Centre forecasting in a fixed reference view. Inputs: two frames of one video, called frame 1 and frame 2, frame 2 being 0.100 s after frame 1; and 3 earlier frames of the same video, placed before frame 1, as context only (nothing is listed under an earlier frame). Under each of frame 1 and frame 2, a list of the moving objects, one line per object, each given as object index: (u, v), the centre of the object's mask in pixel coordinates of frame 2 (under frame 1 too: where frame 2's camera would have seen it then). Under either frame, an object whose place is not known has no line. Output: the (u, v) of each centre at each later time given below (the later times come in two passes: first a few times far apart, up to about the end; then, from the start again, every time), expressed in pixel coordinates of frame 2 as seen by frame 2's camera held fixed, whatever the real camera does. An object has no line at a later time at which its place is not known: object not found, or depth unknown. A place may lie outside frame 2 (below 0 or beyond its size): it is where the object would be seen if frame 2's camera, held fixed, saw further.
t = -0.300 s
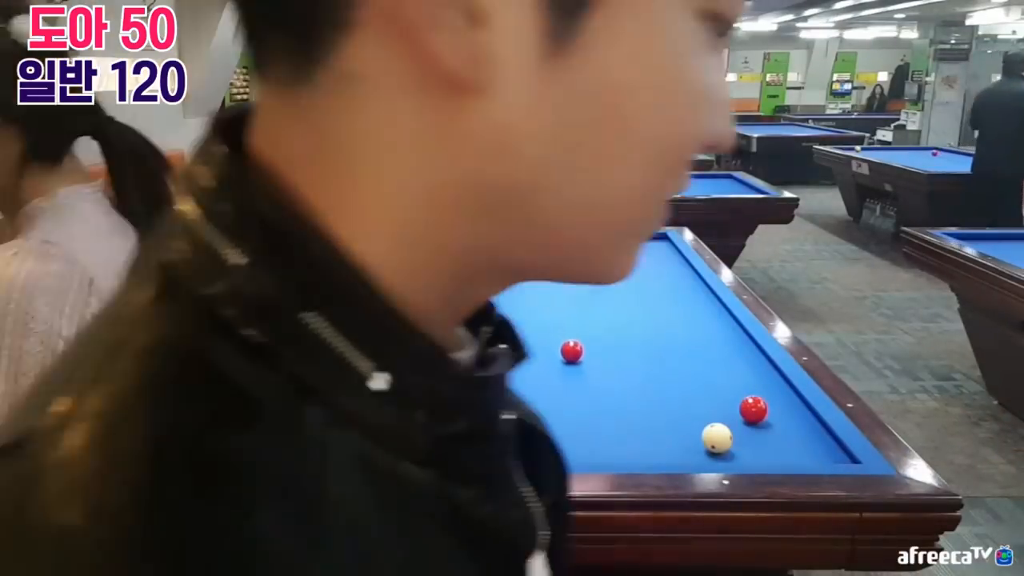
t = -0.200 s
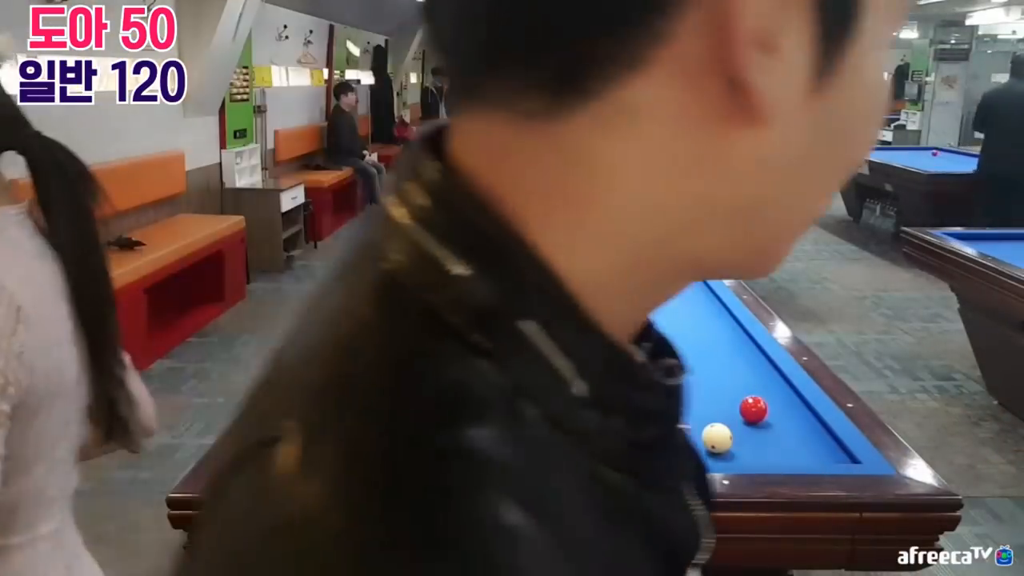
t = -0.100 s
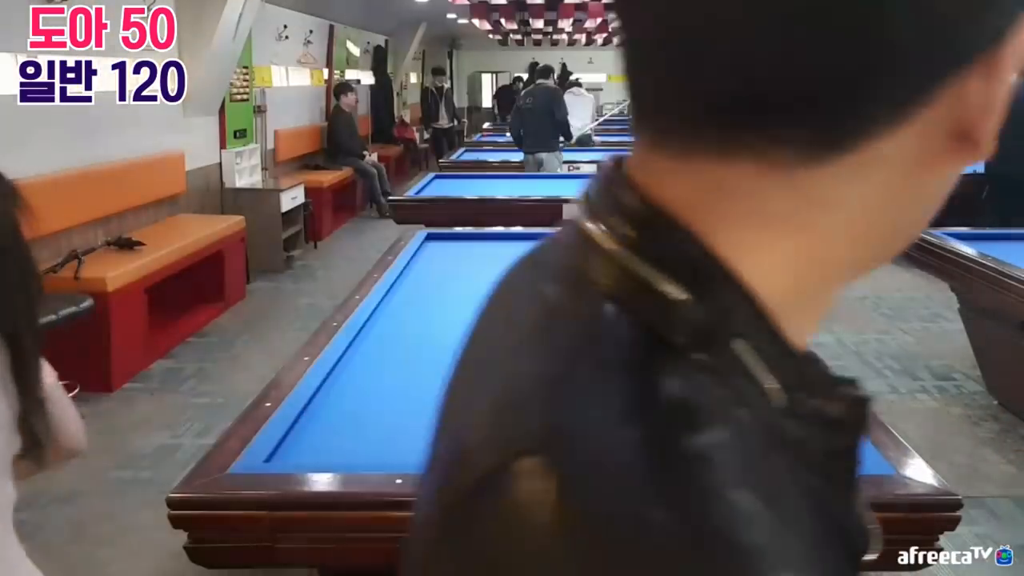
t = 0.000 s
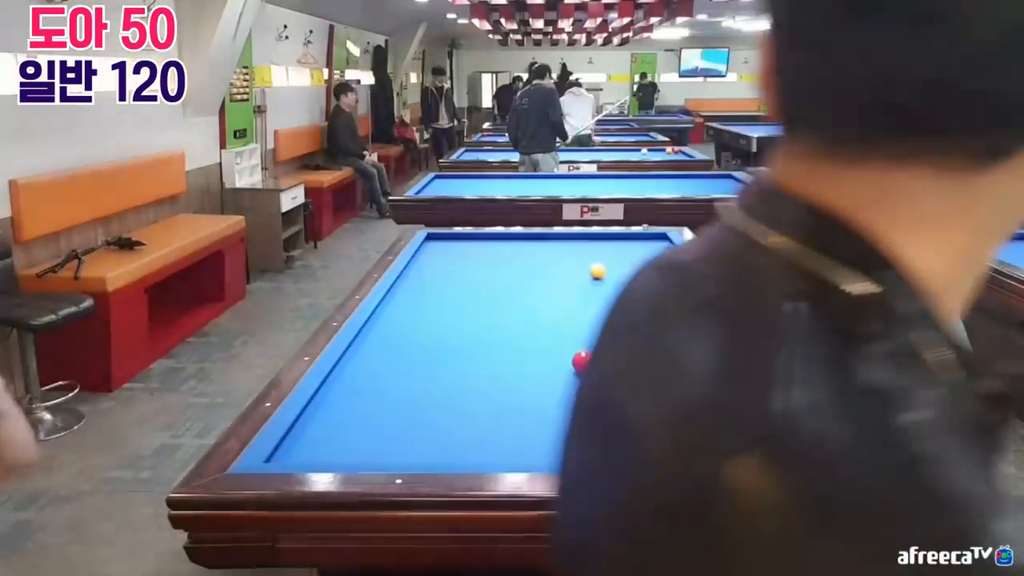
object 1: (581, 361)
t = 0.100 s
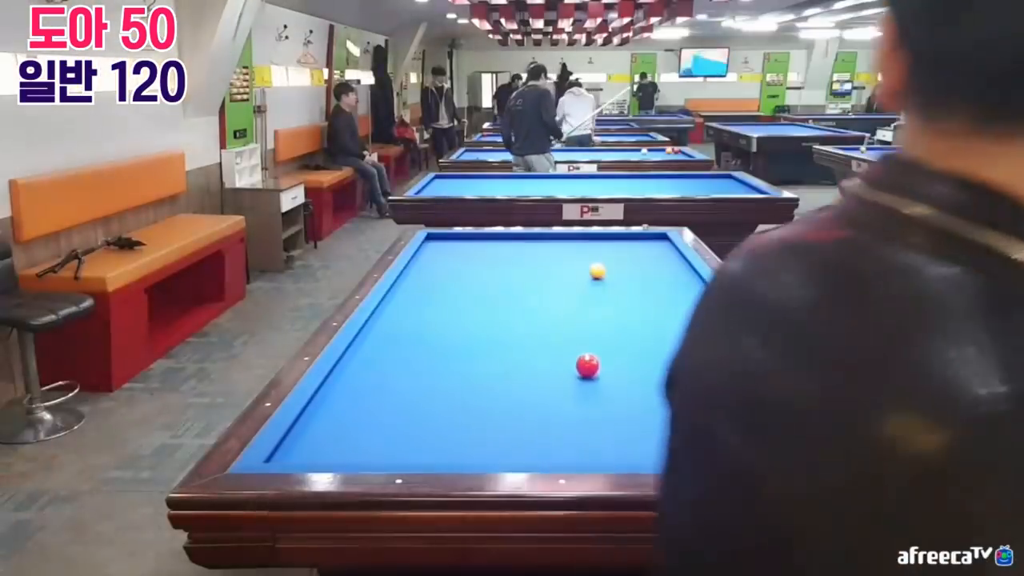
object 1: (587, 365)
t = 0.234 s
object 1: (593, 371)
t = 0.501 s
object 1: (604, 381)
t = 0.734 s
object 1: (614, 391)
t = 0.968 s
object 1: (625, 400)
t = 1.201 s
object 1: (636, 410)
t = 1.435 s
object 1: (647, 420)
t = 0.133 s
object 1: (589, 367)
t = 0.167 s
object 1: (590, 368)
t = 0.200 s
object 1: (591, 369)
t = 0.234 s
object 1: (593, 371)
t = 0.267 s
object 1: (594, 372)
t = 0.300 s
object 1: (596, 373)
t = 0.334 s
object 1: (597, 375)
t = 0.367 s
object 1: (599, 376)
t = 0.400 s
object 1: (600, 377)
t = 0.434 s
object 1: (601, 379)
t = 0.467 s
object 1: (603, 380)
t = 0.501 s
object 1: (604, 381)
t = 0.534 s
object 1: (606, 383)
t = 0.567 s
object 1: (607, 384)
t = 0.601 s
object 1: (608, 385)
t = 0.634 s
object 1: (610, 386)
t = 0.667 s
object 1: (611, 388)
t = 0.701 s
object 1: (613, 389)
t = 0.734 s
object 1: (614, 391)
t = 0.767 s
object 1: (616, 392)
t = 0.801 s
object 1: (617, 393)
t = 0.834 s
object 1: (619, 395)
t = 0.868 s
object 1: (620, 396)
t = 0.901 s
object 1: (622, 397)
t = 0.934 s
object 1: (623, 399)
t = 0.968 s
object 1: (625, 400)
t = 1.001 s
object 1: (626, 402)
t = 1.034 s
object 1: (628, 403)
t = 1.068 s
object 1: (629, 404)
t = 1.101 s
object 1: (631, 406)
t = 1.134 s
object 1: (633, 407)
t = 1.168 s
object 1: (634, 409)
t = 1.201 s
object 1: (636, 410)
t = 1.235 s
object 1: (637, 412)
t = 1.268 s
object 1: (639, 413)
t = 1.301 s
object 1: (640, 414)
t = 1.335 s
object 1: (642, 416)
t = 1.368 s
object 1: (643, 417)
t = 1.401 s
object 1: (645, 419)
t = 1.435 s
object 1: (647, 420)
